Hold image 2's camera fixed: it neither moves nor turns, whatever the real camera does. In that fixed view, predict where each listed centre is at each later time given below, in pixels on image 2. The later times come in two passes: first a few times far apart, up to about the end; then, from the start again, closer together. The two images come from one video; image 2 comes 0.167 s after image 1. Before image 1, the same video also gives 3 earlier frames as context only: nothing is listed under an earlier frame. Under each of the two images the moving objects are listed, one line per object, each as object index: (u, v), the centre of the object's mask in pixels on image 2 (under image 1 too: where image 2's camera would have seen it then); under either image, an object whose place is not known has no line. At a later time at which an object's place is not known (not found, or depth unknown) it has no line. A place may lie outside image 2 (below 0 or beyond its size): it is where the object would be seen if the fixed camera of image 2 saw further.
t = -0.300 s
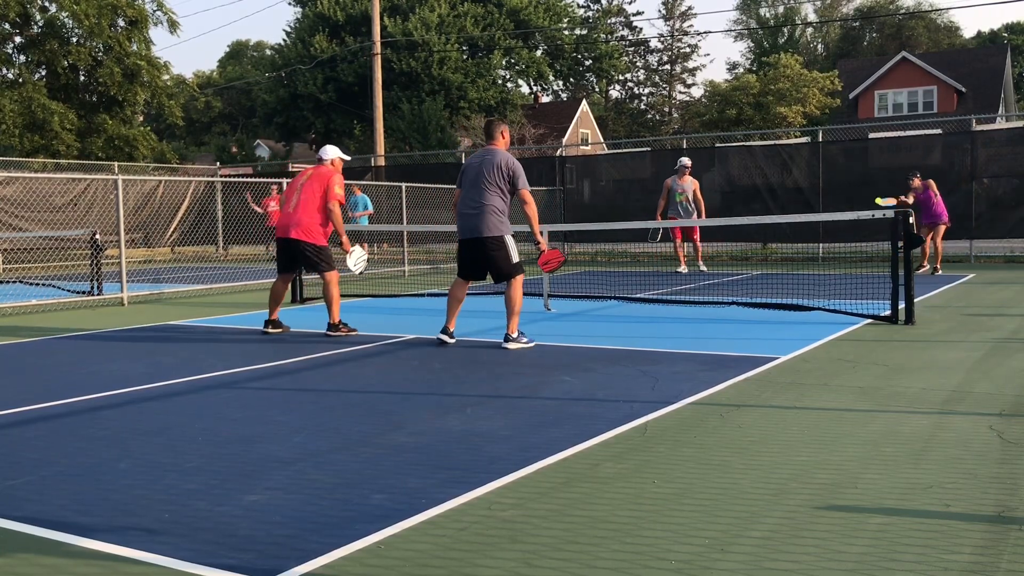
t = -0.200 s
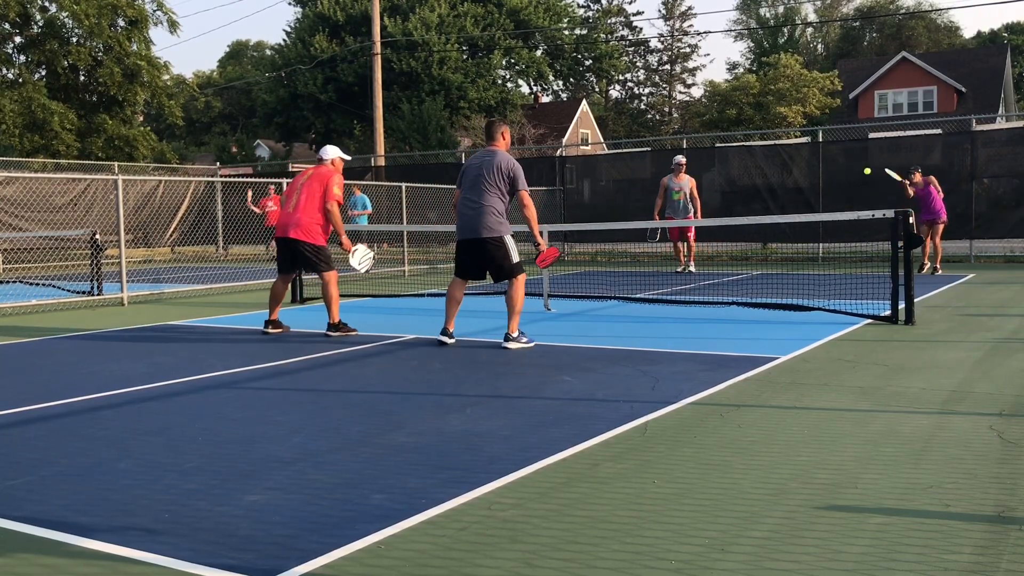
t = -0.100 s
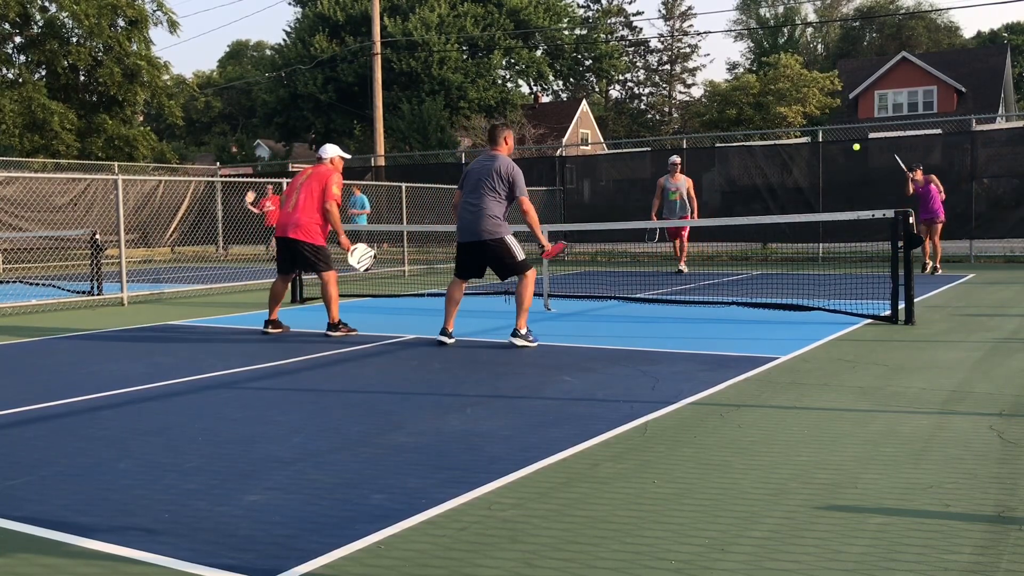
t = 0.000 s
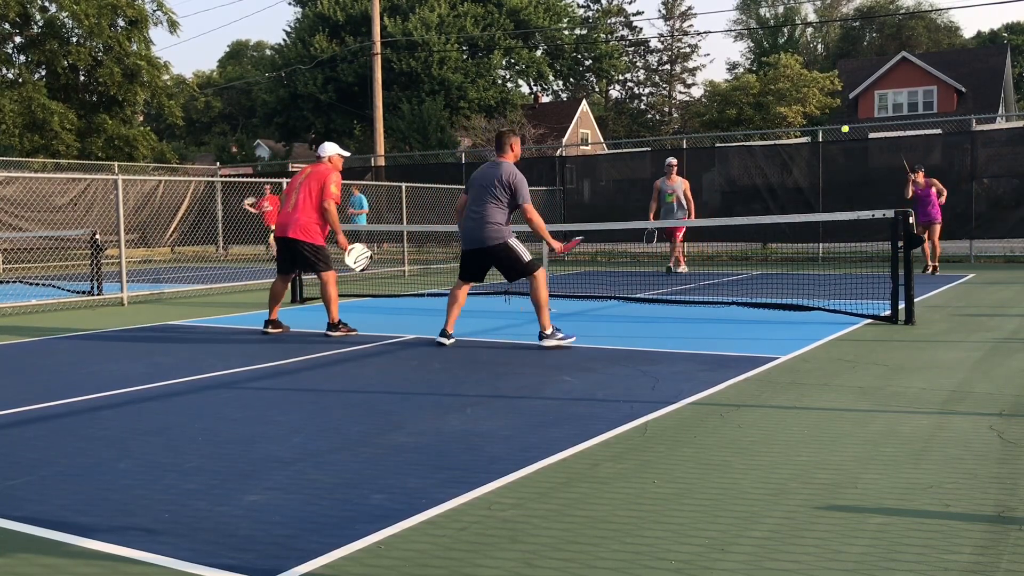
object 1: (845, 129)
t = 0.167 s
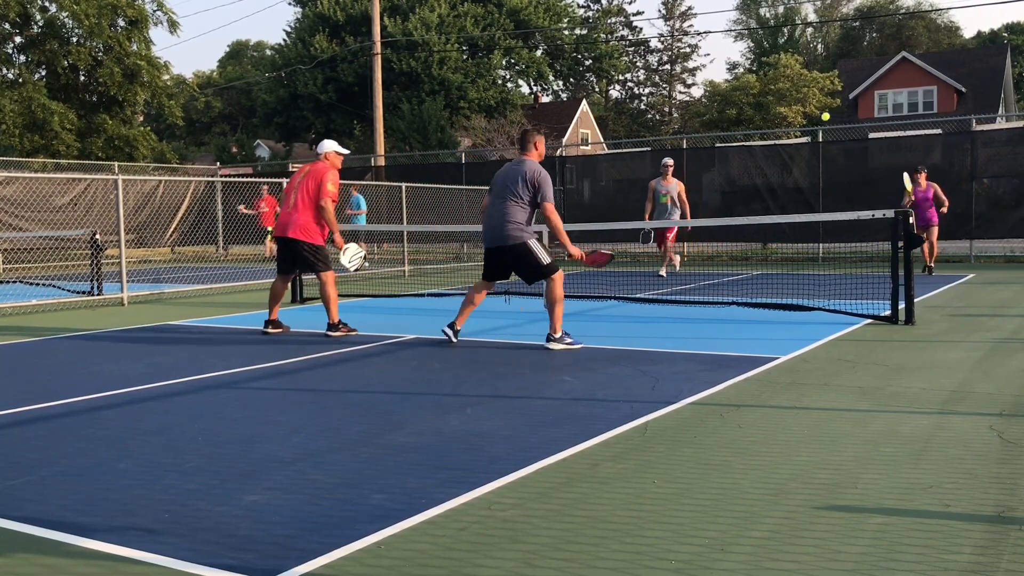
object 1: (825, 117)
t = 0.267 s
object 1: (813, 121)
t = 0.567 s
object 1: (770, 214)
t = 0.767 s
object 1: (737, 347)
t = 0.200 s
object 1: (821, 117)
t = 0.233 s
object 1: (817, 118)
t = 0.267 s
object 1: (813, 121)
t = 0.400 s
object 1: (795, 145)
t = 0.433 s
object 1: (790, 156)
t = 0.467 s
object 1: (785, 167)
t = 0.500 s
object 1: (780, 181)
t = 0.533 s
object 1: (775, 196)
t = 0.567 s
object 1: (770, 214)
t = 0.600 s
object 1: (764, 233)
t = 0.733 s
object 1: (741, 336)
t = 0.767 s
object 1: (737, 347)
